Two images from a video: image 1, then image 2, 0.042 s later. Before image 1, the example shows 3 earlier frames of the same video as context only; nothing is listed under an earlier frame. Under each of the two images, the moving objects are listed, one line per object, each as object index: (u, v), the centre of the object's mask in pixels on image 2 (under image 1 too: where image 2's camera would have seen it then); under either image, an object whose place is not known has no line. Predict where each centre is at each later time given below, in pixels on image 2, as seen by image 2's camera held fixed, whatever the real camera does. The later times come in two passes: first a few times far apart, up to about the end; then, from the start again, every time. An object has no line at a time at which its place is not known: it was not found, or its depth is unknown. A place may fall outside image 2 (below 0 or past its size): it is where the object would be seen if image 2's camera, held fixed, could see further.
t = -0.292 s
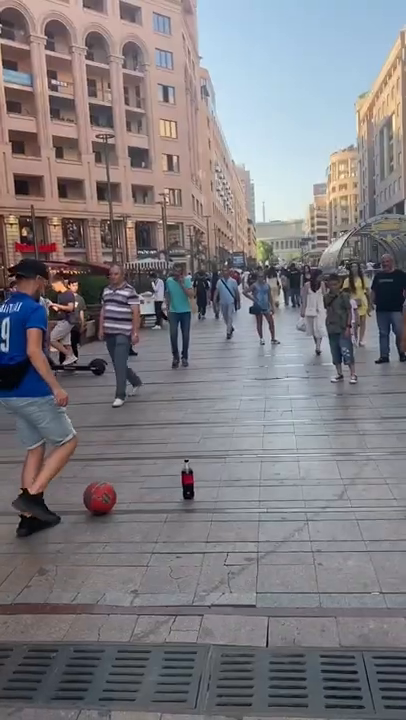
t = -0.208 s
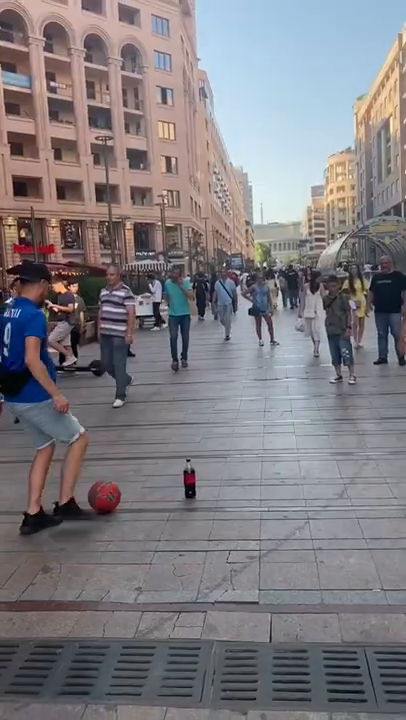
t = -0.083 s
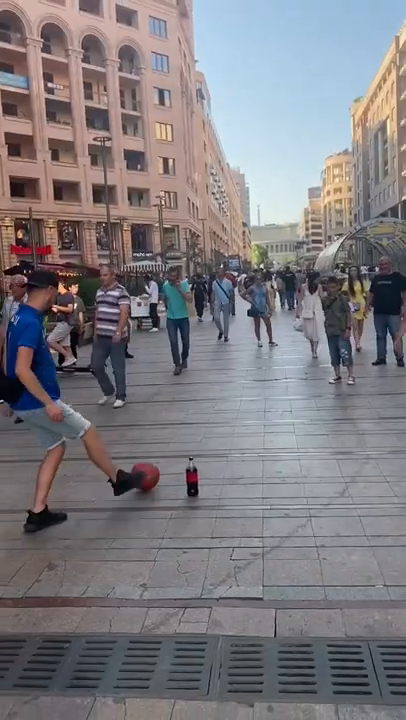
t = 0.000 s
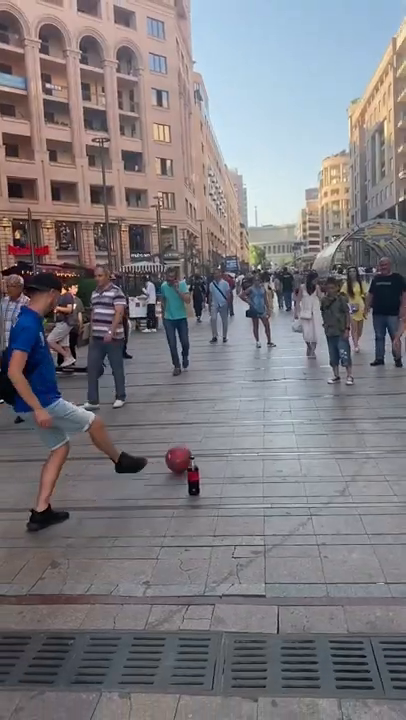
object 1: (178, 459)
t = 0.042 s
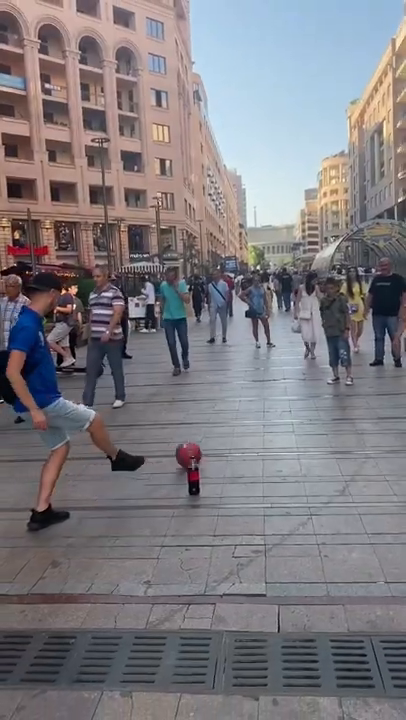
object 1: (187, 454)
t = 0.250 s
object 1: (235, 432)
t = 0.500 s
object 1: (275, 413)
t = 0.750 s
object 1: (305, 400)
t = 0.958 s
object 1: (328, 389)
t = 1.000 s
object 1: (332, 387)
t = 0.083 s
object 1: (200, 448)
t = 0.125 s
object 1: (211, 443)
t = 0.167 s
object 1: (221, 436)
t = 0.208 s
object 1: (226, 434)
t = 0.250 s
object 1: (235, 432)
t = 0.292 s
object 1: (243, 426)
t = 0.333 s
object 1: (250, 424)
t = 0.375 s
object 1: (255, 422)
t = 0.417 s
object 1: (262, 417)
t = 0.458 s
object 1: (269, 414)
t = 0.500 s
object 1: (275, 413)
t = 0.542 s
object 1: (280, 410)
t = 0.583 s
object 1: (285, 406)
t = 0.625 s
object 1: (291, 404)
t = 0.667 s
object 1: (297, 404)
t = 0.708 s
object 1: (300, 401)
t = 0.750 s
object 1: (305, 400)
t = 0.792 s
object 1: (310, 397)
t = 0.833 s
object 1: (315, 394)
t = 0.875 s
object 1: (318, 393)
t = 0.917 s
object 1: (323, 391)
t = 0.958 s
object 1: (328, 389)
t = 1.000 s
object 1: (332, 387)
